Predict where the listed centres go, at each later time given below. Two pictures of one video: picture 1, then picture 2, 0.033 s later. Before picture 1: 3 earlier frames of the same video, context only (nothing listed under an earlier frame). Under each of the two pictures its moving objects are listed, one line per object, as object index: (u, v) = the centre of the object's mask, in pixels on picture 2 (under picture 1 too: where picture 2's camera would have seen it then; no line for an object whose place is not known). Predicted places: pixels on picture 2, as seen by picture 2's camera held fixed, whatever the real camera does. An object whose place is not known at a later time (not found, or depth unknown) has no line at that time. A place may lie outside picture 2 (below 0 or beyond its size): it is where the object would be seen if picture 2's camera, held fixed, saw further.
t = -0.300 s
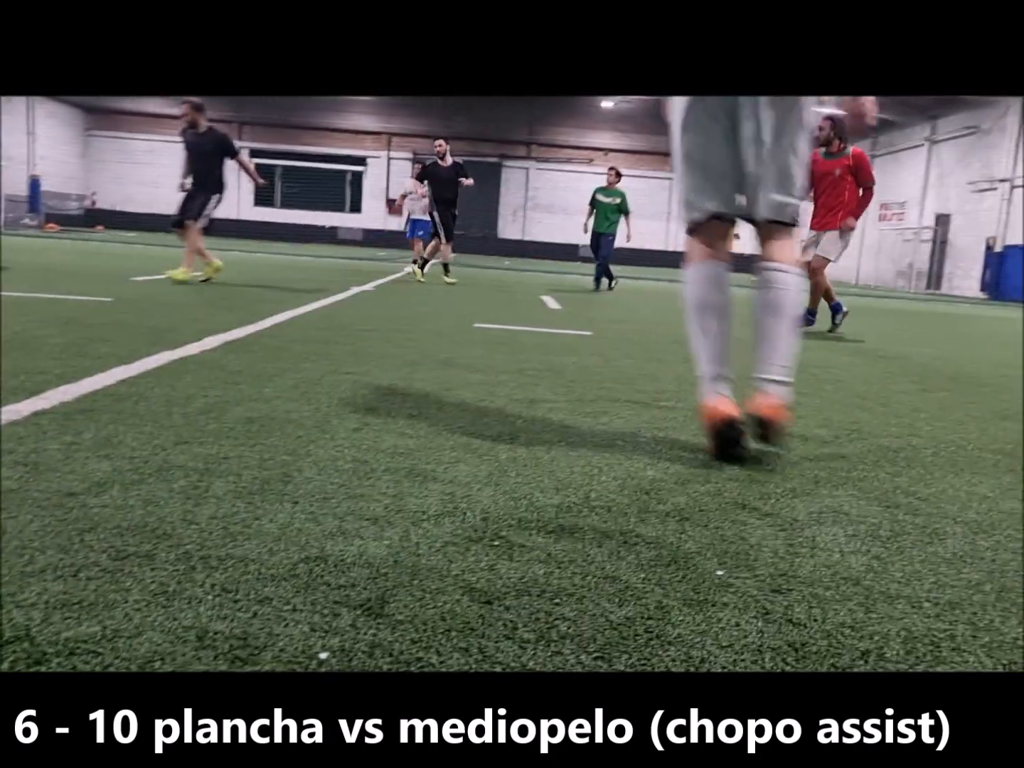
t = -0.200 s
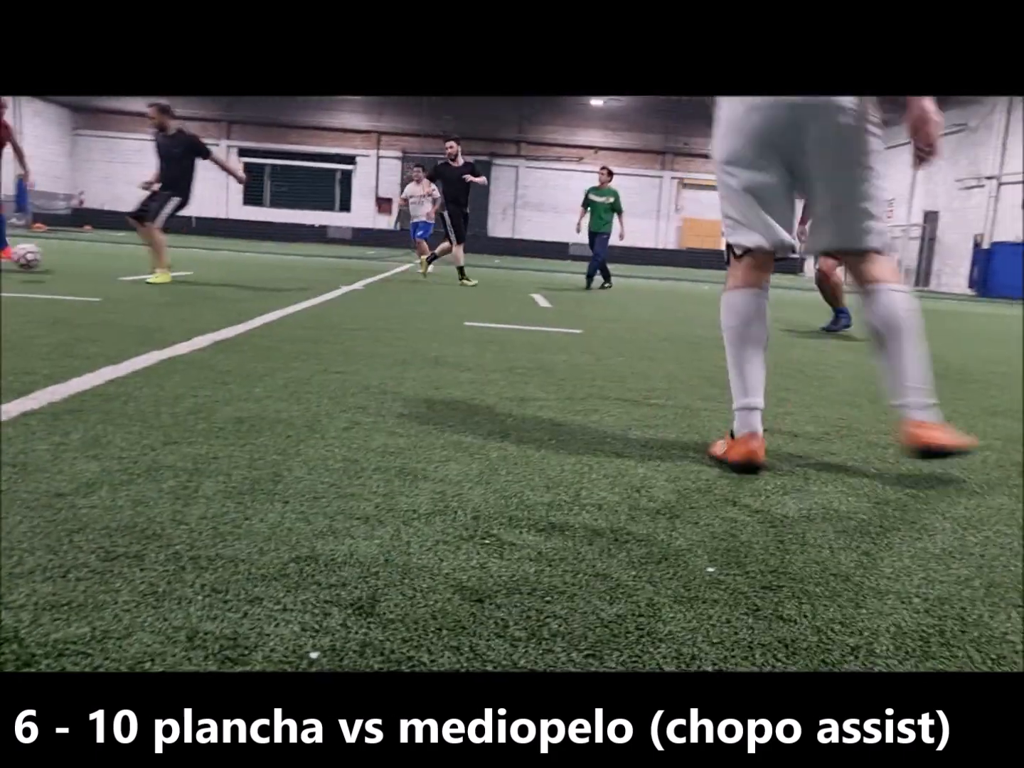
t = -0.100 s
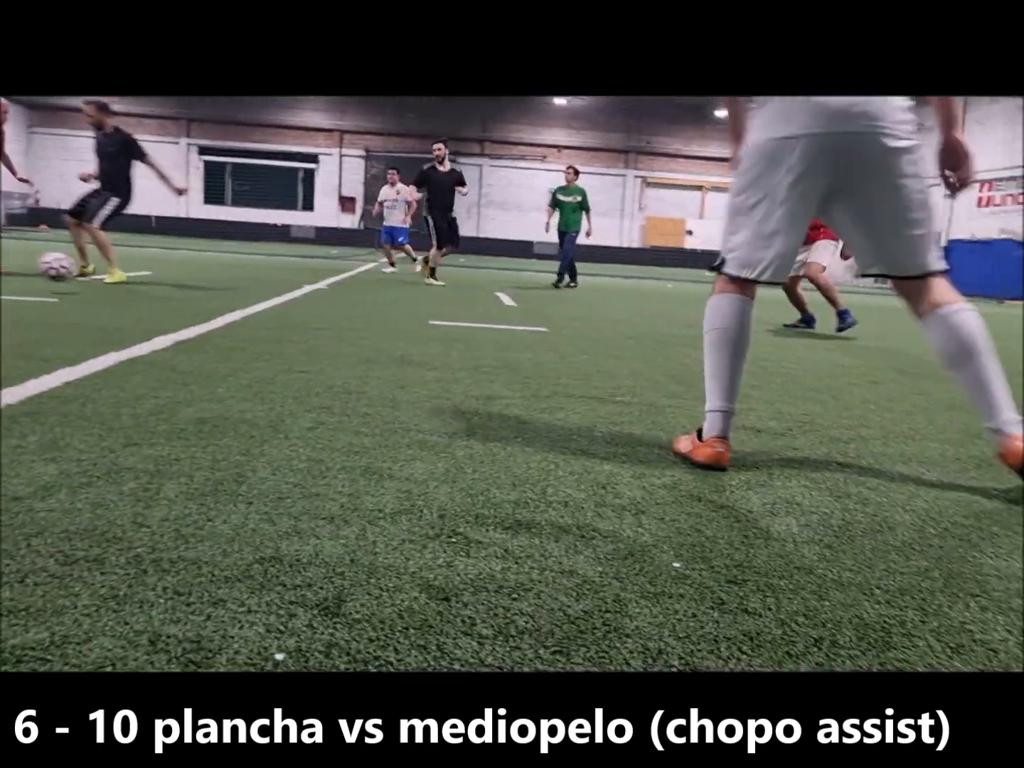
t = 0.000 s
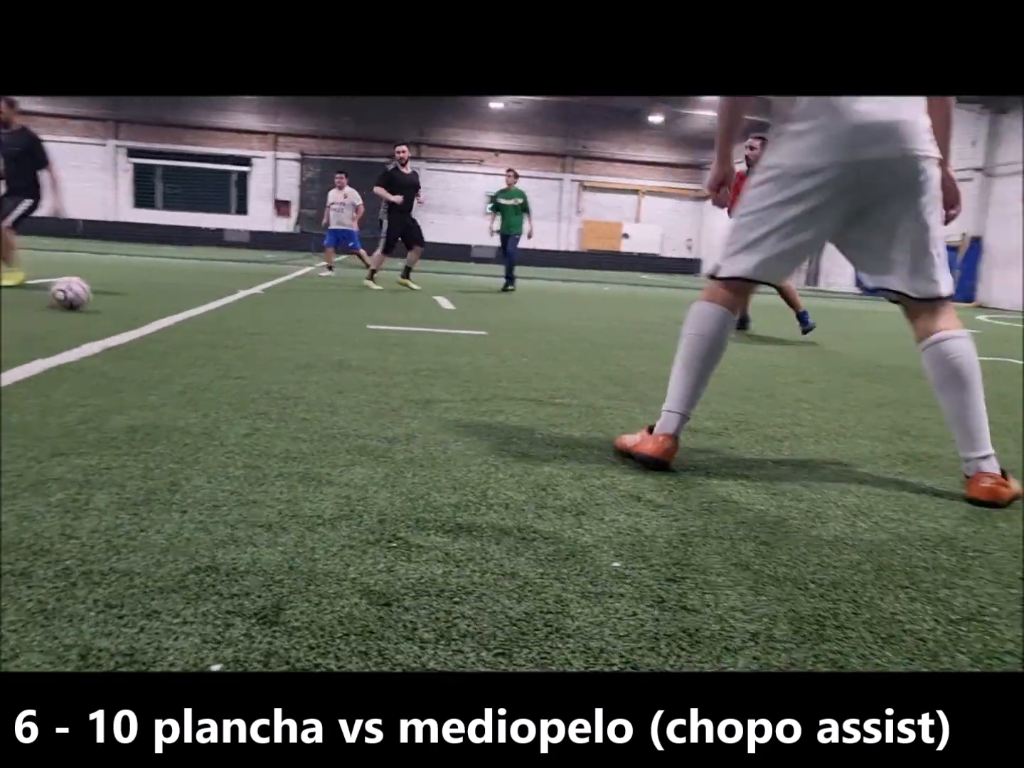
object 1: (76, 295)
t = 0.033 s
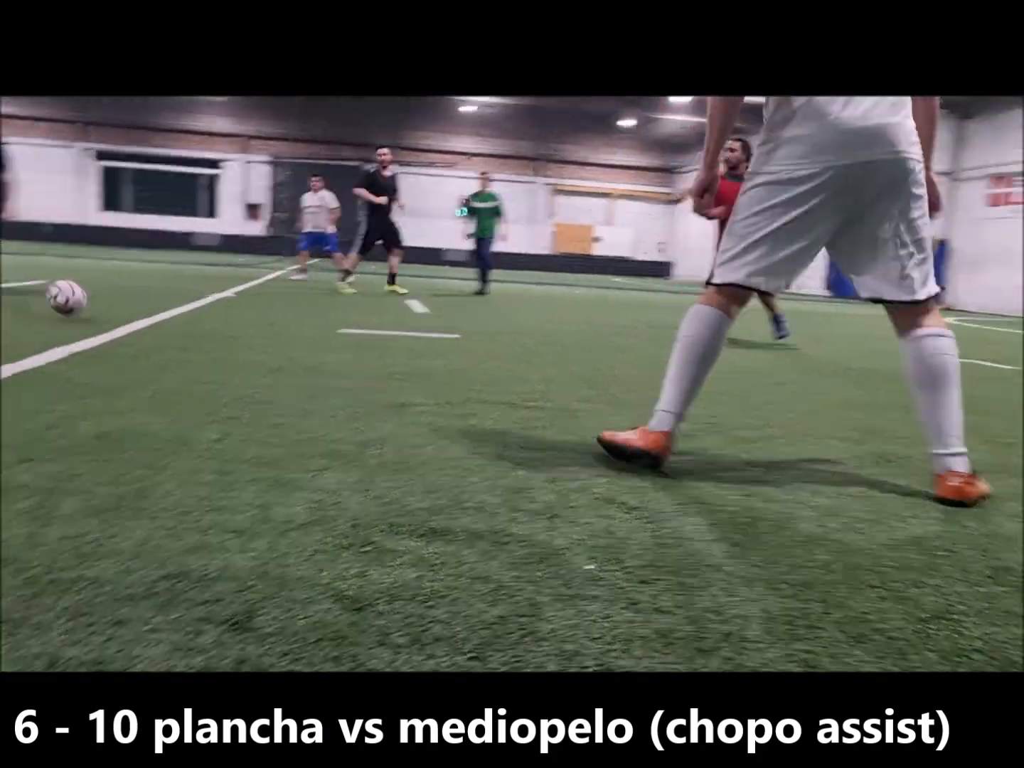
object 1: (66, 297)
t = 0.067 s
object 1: (55, 304)
